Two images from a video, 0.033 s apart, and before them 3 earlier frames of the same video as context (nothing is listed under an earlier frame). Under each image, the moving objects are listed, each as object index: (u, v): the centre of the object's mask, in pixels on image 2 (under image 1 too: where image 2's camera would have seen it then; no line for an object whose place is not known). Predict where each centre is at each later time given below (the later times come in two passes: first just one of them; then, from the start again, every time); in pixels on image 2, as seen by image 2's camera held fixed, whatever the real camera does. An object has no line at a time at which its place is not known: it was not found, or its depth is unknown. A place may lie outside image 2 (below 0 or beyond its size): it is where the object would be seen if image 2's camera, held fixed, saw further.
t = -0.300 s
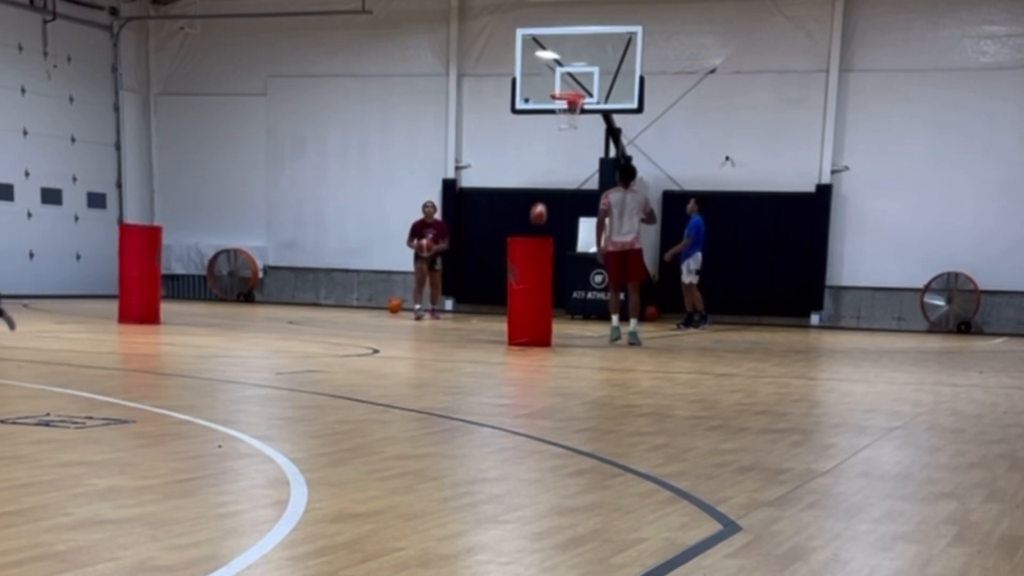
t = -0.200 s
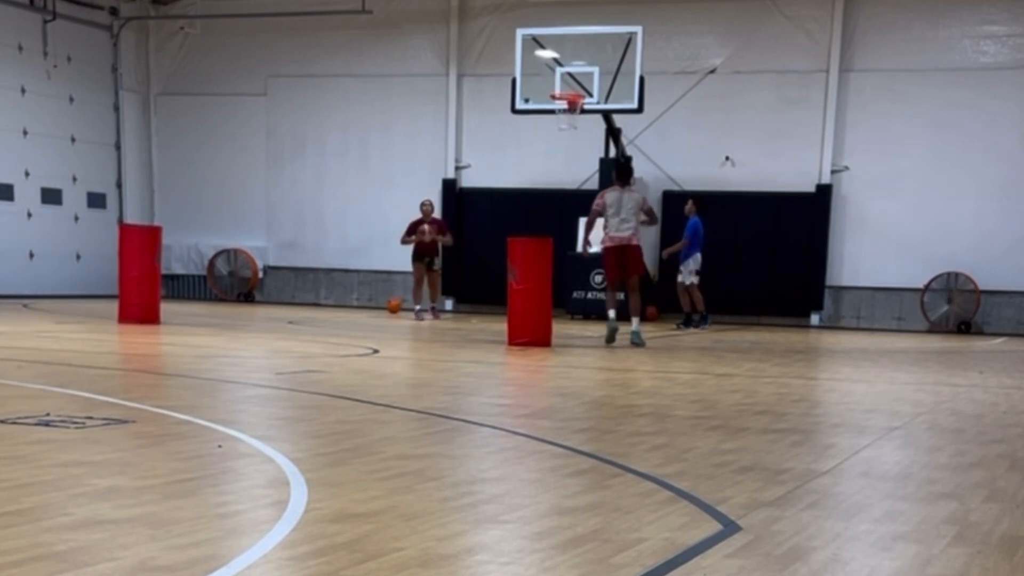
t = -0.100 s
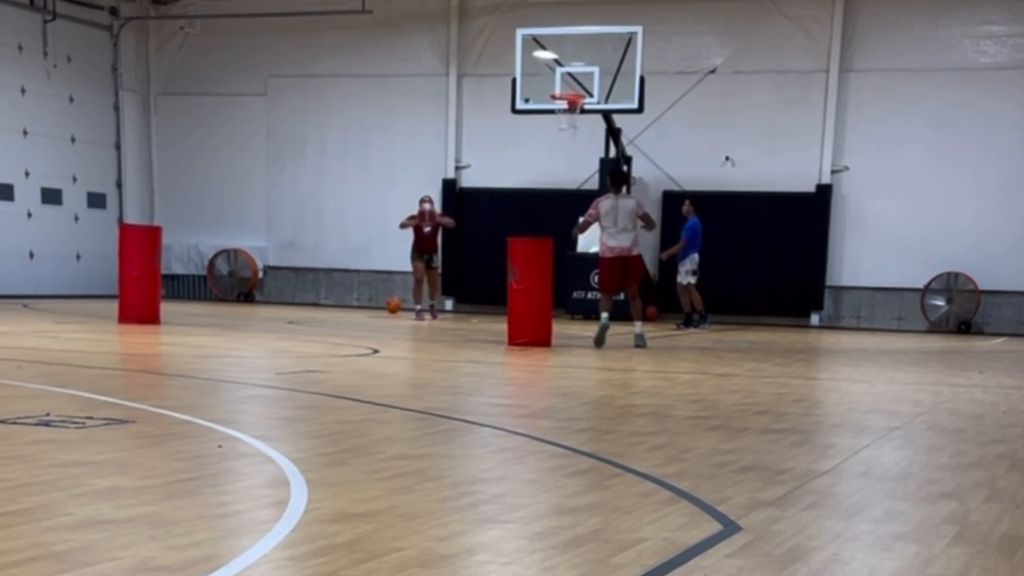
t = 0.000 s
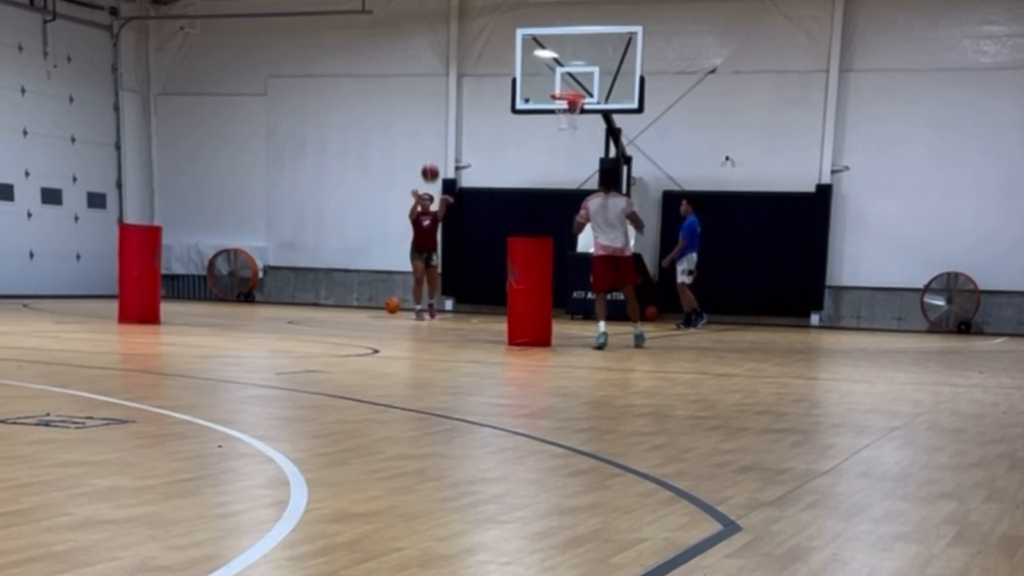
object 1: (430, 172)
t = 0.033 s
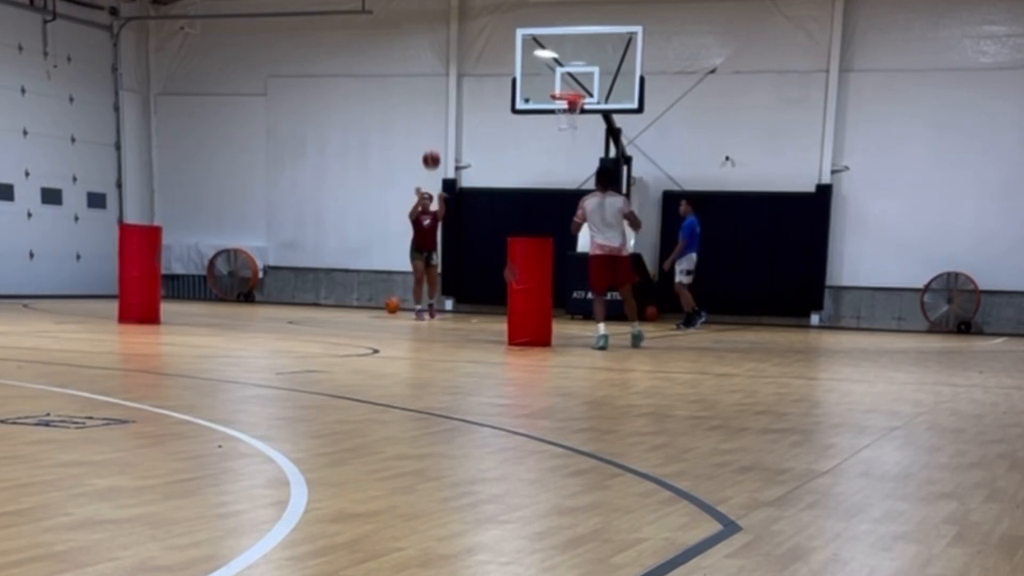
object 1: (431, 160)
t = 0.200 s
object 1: (438, 104)
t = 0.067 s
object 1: (433, 147)
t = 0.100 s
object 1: (434, 136)
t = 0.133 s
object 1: (435, 125)
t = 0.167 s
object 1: (436, 114)
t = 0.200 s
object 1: (438, 104)
